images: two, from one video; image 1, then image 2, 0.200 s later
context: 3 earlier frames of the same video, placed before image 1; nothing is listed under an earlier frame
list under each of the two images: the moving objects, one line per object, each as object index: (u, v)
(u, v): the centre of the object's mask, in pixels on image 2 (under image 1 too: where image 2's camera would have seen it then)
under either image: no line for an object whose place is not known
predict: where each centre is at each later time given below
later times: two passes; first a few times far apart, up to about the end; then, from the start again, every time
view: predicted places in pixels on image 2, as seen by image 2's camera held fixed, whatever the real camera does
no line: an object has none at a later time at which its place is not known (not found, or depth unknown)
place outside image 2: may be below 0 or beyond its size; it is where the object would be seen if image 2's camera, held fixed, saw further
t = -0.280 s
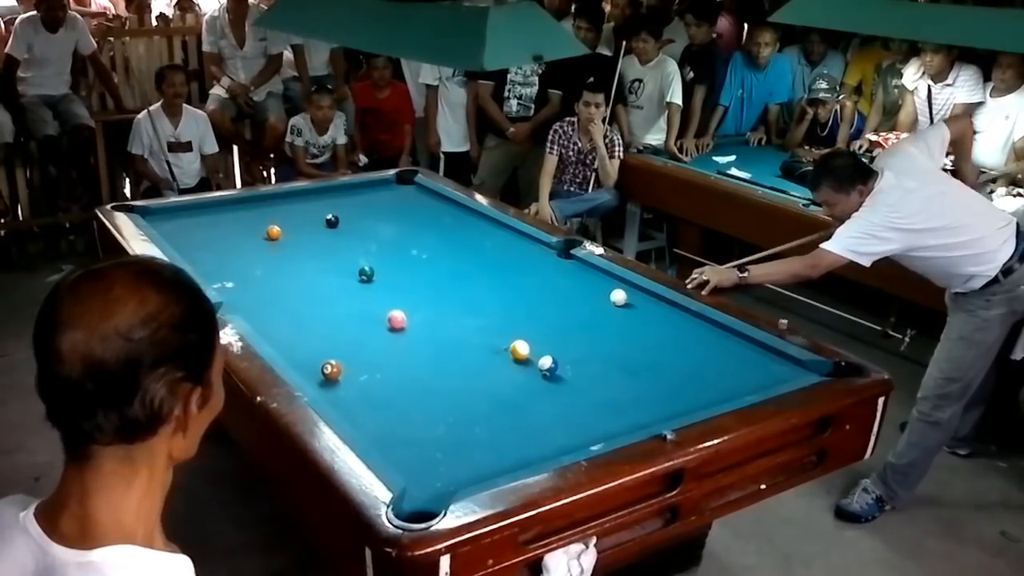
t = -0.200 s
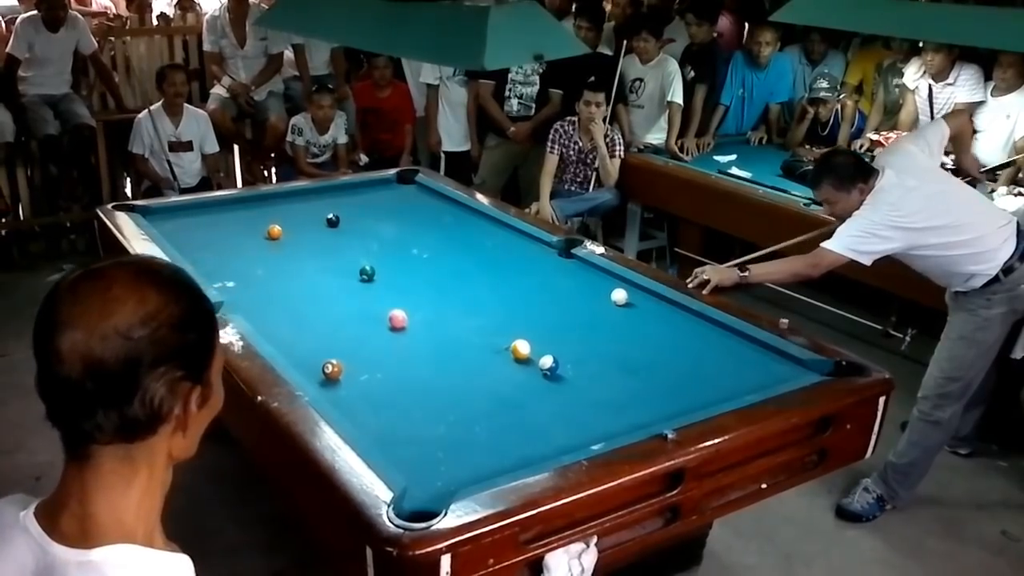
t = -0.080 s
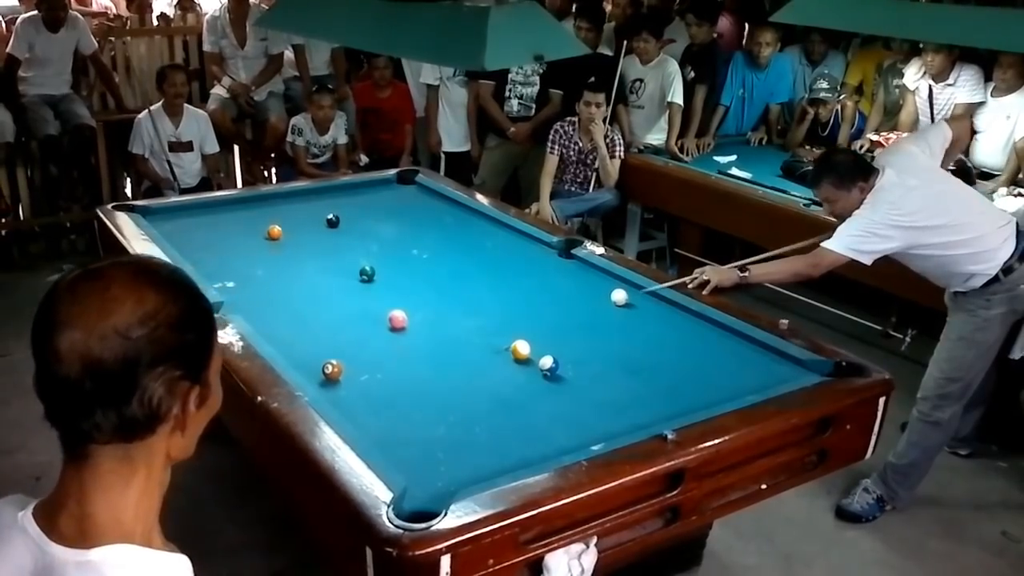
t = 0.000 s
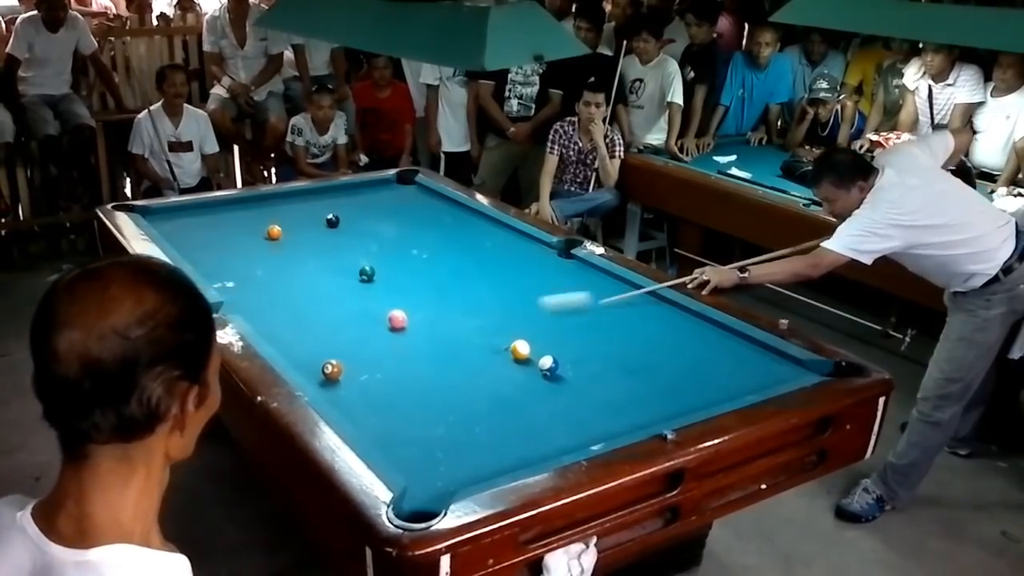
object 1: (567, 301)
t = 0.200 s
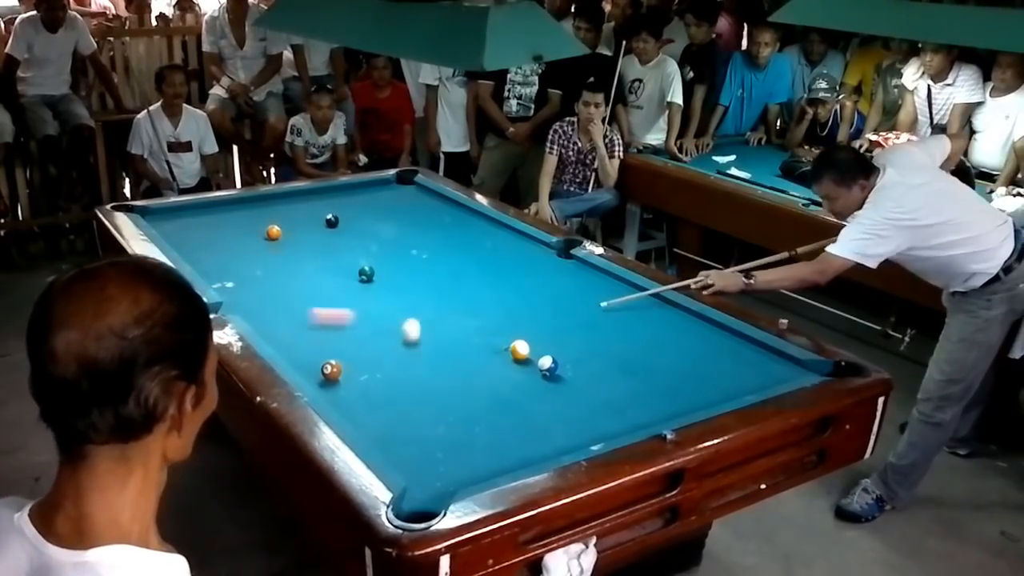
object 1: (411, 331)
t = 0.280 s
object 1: (405, 346)
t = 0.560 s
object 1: (366, 395)
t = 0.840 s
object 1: (403, 431)
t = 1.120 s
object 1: (492, 456)
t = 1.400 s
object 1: (542, 443)
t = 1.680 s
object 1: (563, 412)
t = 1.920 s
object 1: (579, 389)
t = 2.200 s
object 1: (595, 365)
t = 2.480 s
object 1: (609, 345)
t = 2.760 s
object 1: (621, 328)
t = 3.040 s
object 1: (632, 313)
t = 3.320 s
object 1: (642, 299)
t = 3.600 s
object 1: (635, 294)
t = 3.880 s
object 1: (618, 293)
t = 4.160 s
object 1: (603, 292)
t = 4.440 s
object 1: (589, 291)
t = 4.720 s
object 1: (577, 290)
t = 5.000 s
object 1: (568, 290)
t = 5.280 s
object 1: (562, 289)
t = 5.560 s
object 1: (557, 289)
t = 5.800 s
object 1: (554, 289)
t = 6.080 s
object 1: (554, 289)
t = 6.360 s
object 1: (554, 289)
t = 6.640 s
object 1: (554, 289)
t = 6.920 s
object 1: (554, 289)
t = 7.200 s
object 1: (554, 289)
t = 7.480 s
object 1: (554, 289)
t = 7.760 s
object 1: (554, 289)
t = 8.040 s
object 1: (554, 289)
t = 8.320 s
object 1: (554, 289)
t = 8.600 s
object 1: (554, 289)
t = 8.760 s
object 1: (554, 289)
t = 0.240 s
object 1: (408, 339)
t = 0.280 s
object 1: (405, 346)
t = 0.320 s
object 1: (400, 352)
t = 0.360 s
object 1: (395, 359)
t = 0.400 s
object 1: (390, 366)
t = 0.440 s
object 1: (384, 374)
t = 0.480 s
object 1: (378, 381)
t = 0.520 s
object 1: (372, 388)
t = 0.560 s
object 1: (366, 395)
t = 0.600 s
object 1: (360, 404)
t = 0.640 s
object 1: (354, 411)
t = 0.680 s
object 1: (354, 418)
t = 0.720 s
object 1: (366, 422)
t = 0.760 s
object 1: (379, 425)
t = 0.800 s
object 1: (391, 428)
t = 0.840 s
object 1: (403, 431)
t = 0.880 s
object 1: (415, 435)
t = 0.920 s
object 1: (428, 439)
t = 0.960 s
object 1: (440, 441)
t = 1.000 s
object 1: (453, 445)
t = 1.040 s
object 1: (466, 449)
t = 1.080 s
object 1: (479, 452)
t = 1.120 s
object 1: (492, 456)
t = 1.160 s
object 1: (505, 459)
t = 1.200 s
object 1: (517, 460)
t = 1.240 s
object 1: (528, 459)
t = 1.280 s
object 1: (532, 455)
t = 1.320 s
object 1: (535, 452)
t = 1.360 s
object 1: (539, 448)
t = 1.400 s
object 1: (542, 443)
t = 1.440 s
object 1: (545, 438)
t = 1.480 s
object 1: (548, 433)
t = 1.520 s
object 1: (551, 429)
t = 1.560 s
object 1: (554, 424)
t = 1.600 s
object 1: (557, 420)
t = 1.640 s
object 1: (560, 416)
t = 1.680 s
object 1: (563, 412)
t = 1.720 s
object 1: (566, 408)
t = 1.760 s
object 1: (569, 404)
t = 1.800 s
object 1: (571, 400)
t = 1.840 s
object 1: (574, 397)
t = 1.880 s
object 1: (577, 393)
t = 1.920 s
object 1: (579, 389)
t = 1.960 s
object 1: (581, 385)
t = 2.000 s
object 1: (584, 382)
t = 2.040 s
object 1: (586, 379)
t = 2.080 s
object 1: (588, 375)
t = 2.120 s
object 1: (591, 372)
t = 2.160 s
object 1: (593, 369)
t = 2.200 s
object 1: (595, 365)
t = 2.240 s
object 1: (597, 363)
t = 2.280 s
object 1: (599, 360)
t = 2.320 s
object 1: (601, 357)
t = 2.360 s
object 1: (603, 354)
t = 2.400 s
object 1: (605, 351)
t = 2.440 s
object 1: (607, 348)
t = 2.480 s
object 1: (609, 345)
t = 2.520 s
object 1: (611, 343)
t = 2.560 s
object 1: (613, 340)
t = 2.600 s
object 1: (615, 338)
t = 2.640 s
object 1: (616, 335)
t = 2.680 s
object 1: (618, 333)
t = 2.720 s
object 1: (619, 330)
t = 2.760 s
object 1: (621, 328)
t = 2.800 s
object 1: (623, 326)
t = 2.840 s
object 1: (624, 323)
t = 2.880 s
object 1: (626, 321)
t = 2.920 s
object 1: (628, 319)
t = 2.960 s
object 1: (629, 317)
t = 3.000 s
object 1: (631, 315)
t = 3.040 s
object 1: (632, 313)
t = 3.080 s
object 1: (634, 311)
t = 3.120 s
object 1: (635, 309)
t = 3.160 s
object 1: (637, 307)
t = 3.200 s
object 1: (638, 305)
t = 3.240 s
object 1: (639, 303)
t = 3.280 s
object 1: (641, 301)
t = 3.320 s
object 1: (642, 299)
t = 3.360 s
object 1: (643, 298)
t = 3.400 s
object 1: (645, 296)
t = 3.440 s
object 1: (645, 294)
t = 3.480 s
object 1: (643, 294)
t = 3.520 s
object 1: (641, 294)
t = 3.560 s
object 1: (638, 294)
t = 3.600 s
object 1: (635, 294)
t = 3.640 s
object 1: (633, 294)
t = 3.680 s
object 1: (630, 294)
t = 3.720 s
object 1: (628, 294)
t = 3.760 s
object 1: (625, 293)
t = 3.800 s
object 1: (623, 293)
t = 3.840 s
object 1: (621, 293)
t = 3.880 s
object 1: (618, 293)
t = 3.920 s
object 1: (616, 293)
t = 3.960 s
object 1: (613, 292)
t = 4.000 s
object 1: (612, 292)
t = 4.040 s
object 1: (609, 292)
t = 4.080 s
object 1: (607, 292)
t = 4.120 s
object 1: (605, 292)
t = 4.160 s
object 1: (603, 292)
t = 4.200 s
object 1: (601, 292)
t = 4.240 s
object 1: (599, 292)
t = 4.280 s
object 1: (597, 291)
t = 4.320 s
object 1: (594, 291)
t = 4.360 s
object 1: (593, 291)
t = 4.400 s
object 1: (591, 291)
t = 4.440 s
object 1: (589, 291)
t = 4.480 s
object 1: (587, 291)
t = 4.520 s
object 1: (585, 291)
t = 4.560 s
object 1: (583, 291)
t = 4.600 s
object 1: (582, 290)
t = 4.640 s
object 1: (581, 290)
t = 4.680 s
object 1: (579, 290)
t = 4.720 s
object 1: (577, 290)
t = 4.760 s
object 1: (576, 290)
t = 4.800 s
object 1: (575, 290)
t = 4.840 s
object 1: (573, 290)
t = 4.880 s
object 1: (572, 290)
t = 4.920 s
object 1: (571, 290)
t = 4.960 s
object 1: (570, 290)
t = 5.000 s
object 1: (568, 290)
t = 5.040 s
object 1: (567, 290)
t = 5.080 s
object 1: (566, 290)
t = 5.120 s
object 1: (565, 290)
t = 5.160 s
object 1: (564, 289)
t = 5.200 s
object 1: (564, 289)
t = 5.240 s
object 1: (562, 289)
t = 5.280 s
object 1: (562, 289)
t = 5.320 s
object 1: (561, 289)
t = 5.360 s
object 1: (560, 289)
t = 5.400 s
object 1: (559, 289)
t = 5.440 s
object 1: (558, 289)
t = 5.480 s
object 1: (558, 289)
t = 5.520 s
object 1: (557, 289)
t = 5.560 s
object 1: (557, 289)
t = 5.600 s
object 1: (556, 289)
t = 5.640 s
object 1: (556, 289)
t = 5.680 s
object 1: (555, 289)
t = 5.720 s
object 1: (555, 289)
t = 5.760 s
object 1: (555, 289)
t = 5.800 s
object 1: (554, 289)
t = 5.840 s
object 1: (554, 289)
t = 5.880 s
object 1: (554, 289)
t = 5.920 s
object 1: (554, 289)
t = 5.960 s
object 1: (554, 289)
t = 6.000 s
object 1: (554, 289)
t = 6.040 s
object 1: (554, 289)
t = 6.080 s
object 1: (554, 289)
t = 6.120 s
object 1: (554, 289)
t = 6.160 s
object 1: (554, 289)
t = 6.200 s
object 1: (554, 289)
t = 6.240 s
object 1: (554, 289)
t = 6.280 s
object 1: (554, 289)
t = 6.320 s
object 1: (554, 289)
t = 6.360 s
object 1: (554, 289)
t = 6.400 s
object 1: (554, 289)
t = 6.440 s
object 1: (554, 289)
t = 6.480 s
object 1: (554, 289)
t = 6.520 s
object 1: (554, 289)
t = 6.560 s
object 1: (554, 289)
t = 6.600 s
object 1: (554, 289)
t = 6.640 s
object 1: (554, 289)
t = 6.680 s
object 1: (554, 289)
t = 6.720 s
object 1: (554, 289)
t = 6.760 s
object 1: (554, 289)
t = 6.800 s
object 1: (554, 289)
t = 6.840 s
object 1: (554, 289)
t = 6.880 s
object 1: (554, 289)
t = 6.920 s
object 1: (554, 289)
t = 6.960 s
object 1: (554, 289)
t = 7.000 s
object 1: (554, 289)
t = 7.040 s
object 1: (554, 289)
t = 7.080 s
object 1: (554, 289)
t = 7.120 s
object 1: (554, 289)
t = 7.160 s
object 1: (554, 289)
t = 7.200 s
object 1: (554, 289)
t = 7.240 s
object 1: (554, 289)
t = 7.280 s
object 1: (554, 289)
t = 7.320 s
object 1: (555, 289)
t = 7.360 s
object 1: (554, 289)
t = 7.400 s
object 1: (554, 289)
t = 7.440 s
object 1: (554, 289)
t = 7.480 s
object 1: (554, 289)
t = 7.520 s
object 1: (555, 289)
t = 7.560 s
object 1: (554, 289)
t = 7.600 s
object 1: (554, 289)
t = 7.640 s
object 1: (554, 289)
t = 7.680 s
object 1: (554, 289)
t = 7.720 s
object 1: (554, 289)
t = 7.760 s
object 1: (554, 289)
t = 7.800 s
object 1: (554, 289)
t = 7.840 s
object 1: (554, 289)
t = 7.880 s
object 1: (554, 289)
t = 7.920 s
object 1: (554, 289)
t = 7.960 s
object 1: (554, 289)
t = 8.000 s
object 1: (554, 289)
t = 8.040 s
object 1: (554, 289)
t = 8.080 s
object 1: (554, 289)
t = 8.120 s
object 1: (554, 289)
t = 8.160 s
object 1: (554, 289)
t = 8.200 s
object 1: (554, 289)
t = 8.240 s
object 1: (554, 289)
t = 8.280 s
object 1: (554, 289)
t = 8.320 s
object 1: (554, 289)
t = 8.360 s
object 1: (554, 289)
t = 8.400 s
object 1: (554, 289)
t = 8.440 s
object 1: (554, 289)
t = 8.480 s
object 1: (554, 289)
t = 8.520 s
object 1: (554, 289)
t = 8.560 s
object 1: (554, 289)
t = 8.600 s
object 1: (554, 289)
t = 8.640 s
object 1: (554, 289)
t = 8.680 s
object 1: (554, 289)
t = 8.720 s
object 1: (554, 289)
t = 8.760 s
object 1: (554, 289)
